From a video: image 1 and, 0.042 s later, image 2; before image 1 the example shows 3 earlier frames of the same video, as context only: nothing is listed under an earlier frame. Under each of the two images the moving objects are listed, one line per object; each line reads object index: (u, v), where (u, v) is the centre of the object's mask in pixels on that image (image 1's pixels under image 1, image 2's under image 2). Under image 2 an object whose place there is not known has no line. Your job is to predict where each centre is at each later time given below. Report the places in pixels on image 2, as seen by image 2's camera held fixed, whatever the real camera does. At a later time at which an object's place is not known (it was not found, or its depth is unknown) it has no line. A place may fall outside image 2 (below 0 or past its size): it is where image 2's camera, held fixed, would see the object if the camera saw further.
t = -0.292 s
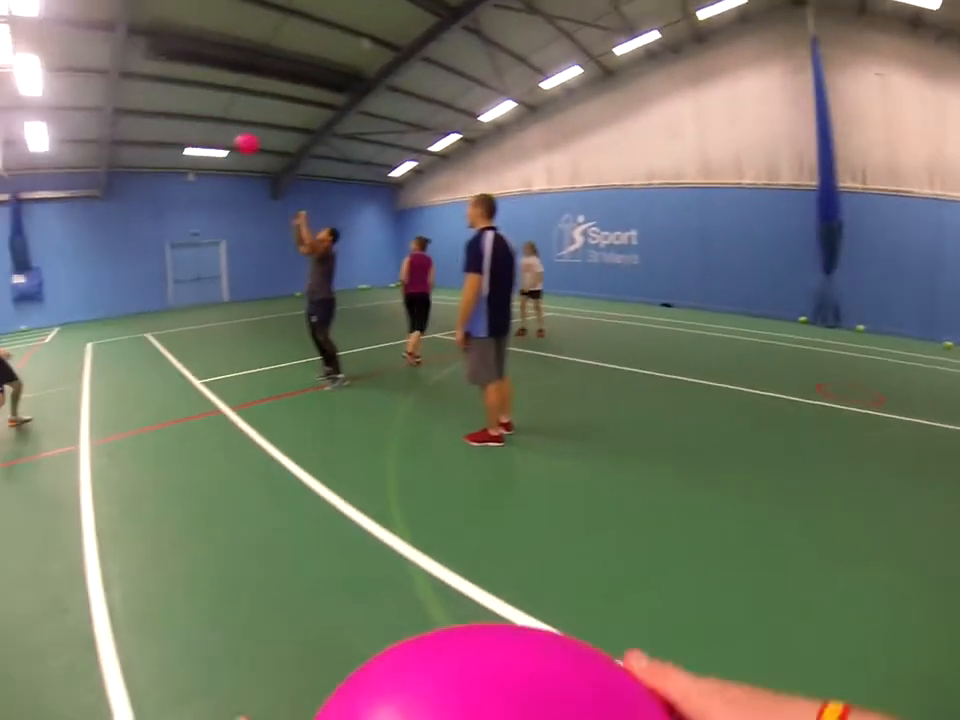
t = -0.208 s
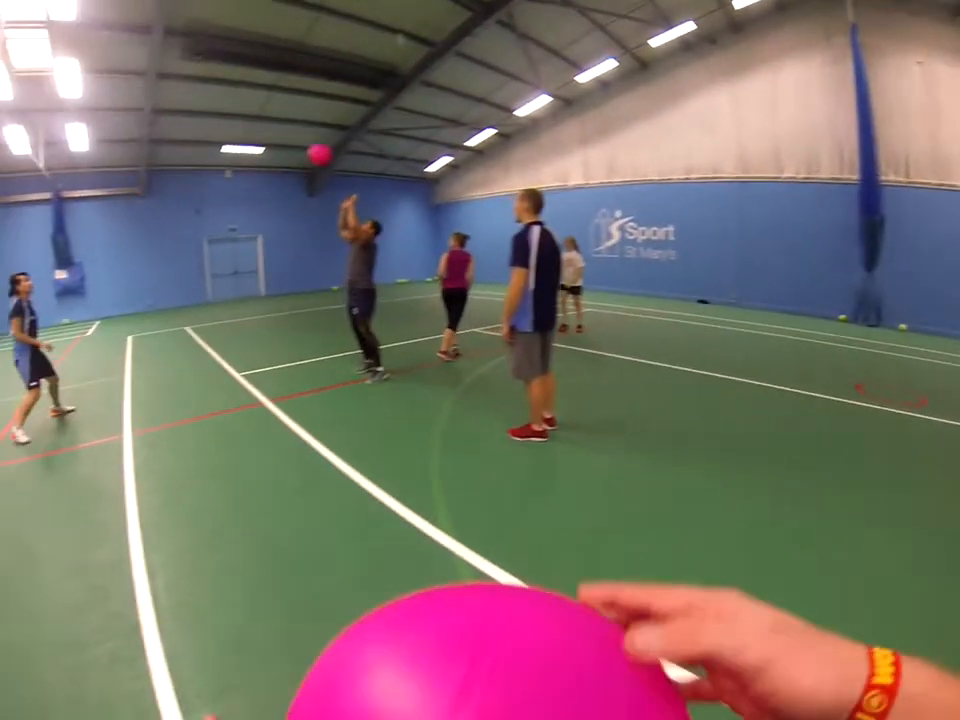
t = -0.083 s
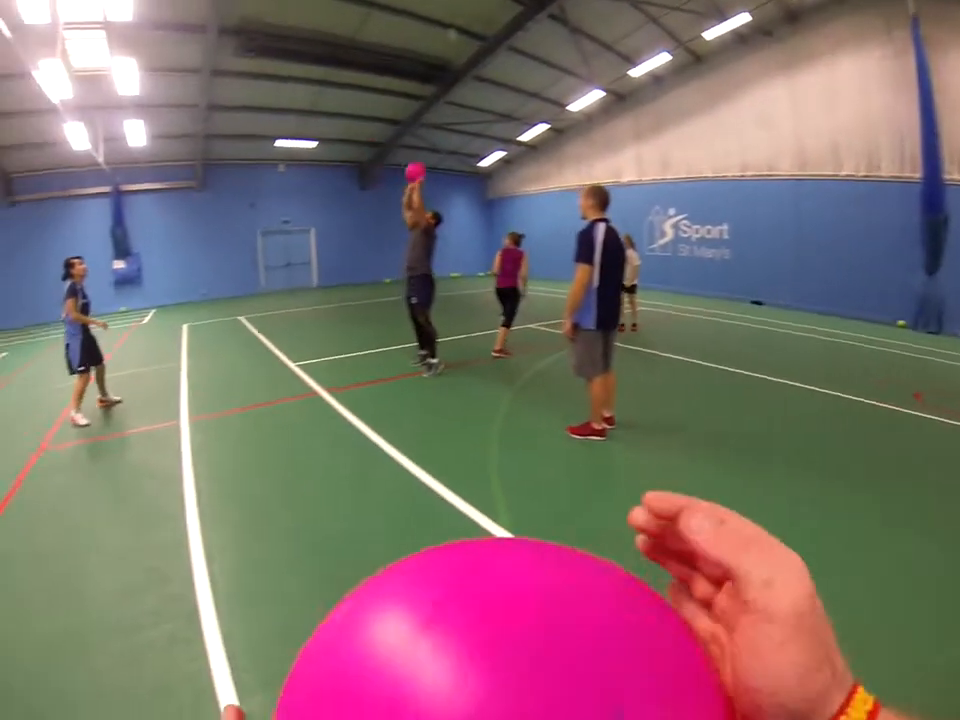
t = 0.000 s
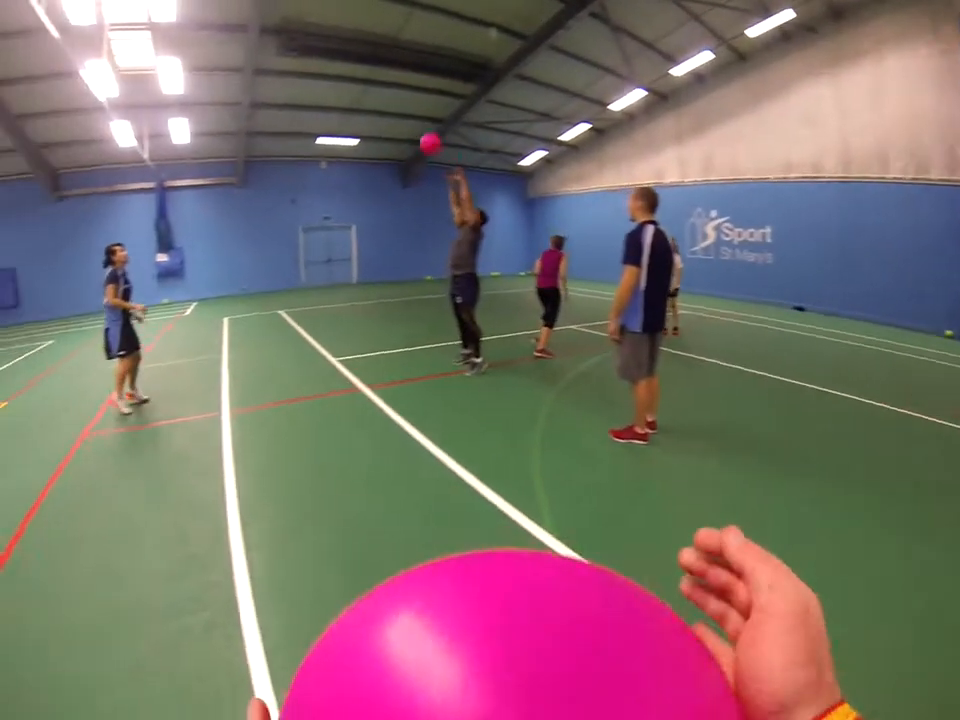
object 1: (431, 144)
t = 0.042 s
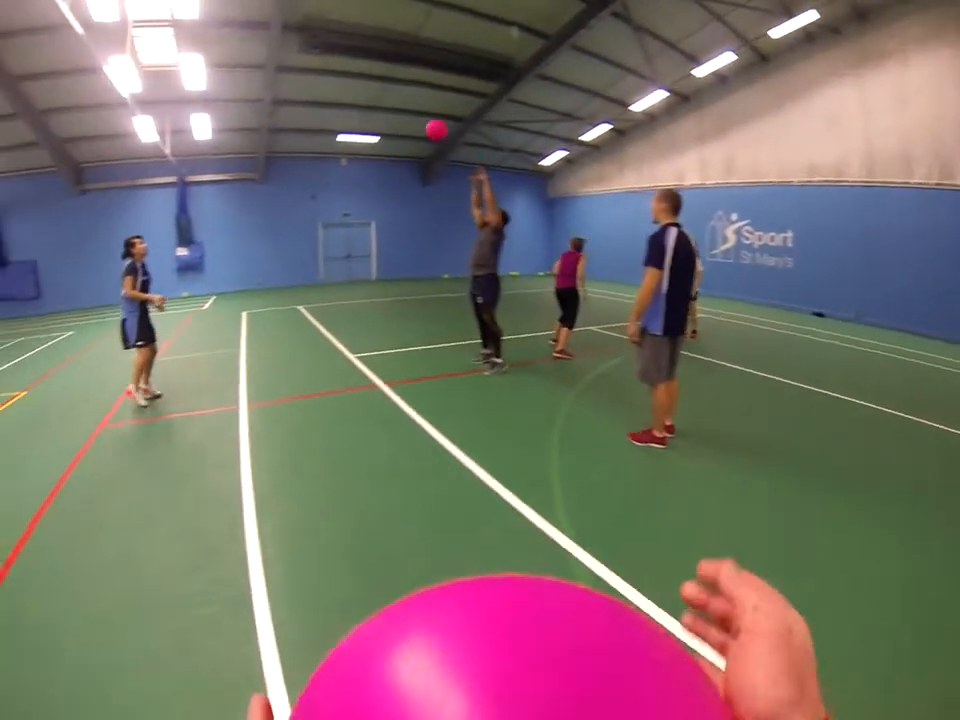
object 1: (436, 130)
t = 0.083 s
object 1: (422, 119)
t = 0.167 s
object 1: (389, 101)
